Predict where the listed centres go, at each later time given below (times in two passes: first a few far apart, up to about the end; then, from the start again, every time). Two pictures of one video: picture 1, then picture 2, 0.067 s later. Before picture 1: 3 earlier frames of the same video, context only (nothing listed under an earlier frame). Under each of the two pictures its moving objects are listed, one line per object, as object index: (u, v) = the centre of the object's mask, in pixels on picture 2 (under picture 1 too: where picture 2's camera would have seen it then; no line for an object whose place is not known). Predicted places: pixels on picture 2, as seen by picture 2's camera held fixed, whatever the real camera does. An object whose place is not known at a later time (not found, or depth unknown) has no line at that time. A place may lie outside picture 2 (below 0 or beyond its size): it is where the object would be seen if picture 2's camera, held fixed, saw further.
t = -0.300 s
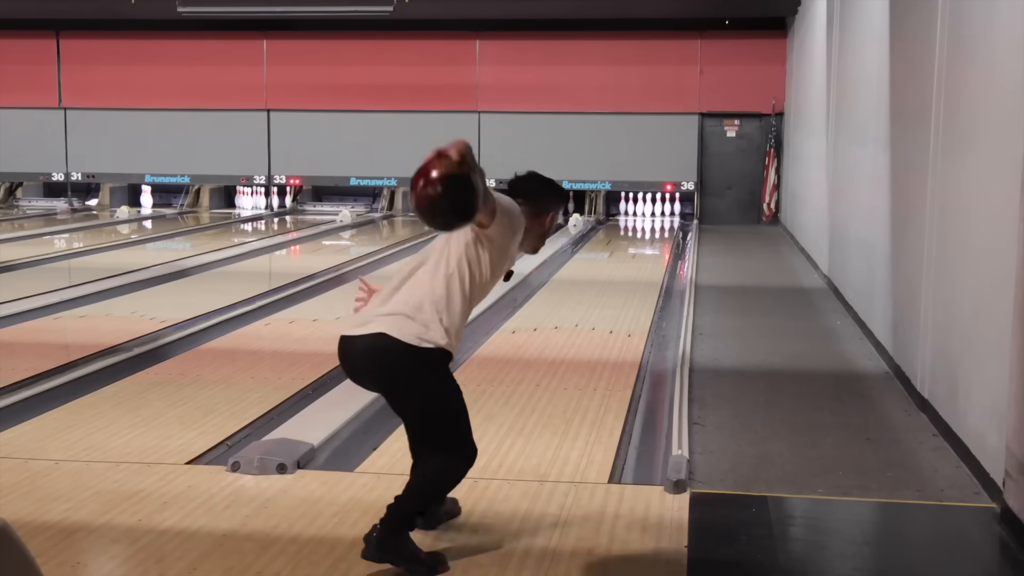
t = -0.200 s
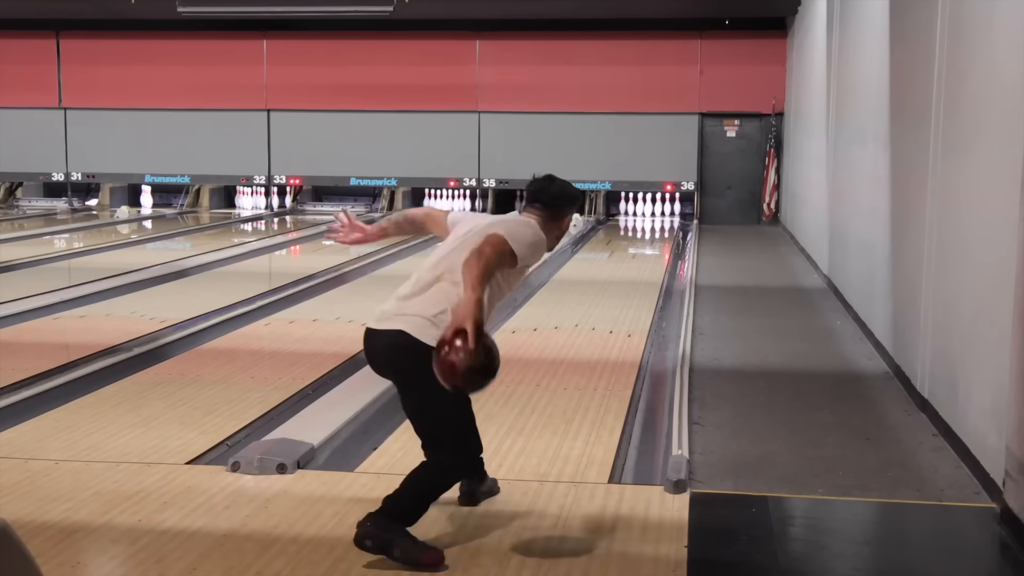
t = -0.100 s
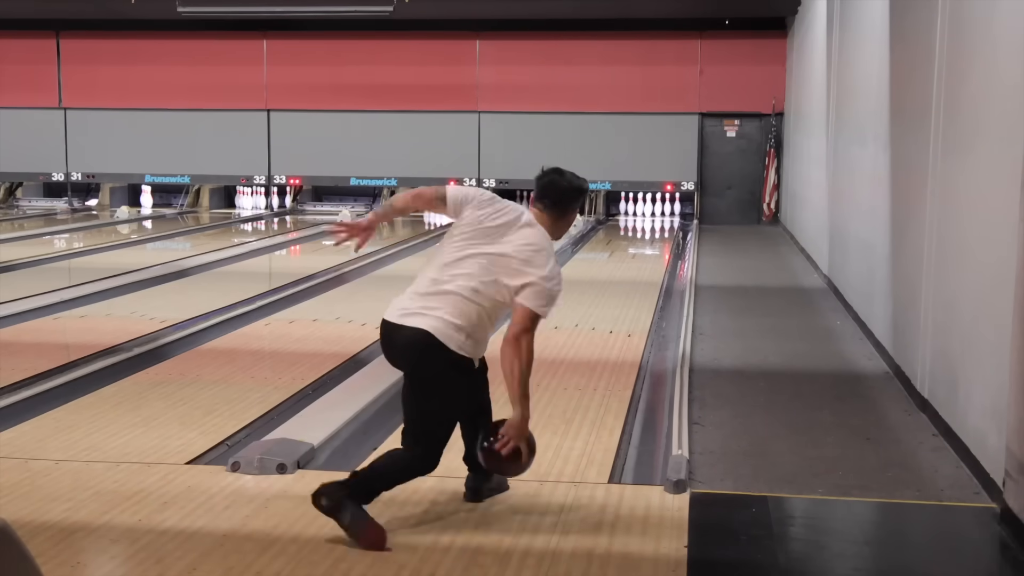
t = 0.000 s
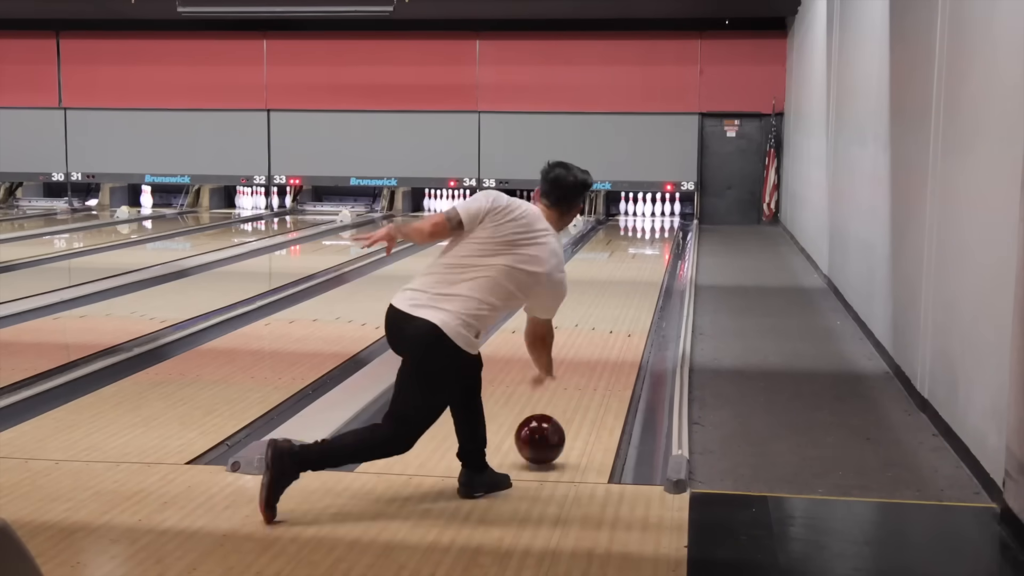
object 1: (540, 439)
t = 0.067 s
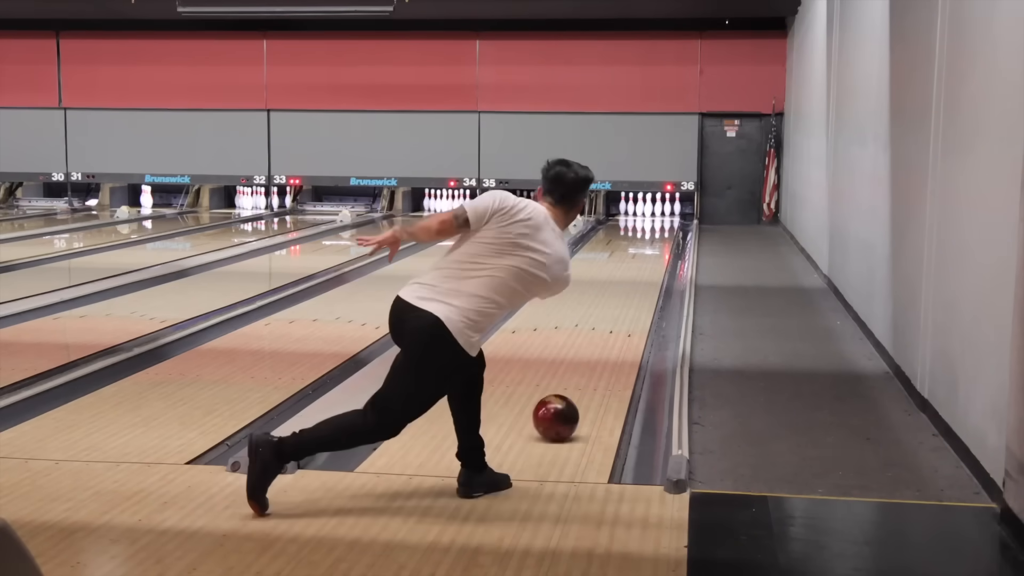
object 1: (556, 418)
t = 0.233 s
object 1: (586, 368)
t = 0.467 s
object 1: (613, 322)
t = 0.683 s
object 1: (629, 295)
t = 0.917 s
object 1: (640, 271)
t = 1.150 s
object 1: (648, 254)
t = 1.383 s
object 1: (652, 241)
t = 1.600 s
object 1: (655, 231)
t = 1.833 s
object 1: (656, 222)
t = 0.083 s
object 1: (560, 412)
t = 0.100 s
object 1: (563, 407)
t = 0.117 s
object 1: (566, 401)
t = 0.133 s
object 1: (569, 396)
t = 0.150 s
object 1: (572, 391)
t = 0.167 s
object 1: (575, 386)
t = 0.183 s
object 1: (578, 381)
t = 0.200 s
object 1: (581, 377)
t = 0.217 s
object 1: (583, 372)
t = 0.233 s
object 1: (586, 368)
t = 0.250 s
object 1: (588, 364)
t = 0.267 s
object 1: (590, 360)
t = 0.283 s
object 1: (593, 356)
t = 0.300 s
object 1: (595, 353)
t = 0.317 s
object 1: (597, 349)
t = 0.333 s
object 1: (599, 346)
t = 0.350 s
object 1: (601, 343)
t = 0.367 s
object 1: (603, 339)
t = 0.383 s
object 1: (604, 337)
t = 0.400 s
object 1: (606, 333)
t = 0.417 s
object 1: (608, 331)
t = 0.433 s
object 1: (610, 328)
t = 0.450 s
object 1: (611, 325)
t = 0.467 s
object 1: (613, 322)
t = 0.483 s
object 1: (614, 320)
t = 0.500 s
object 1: (615, 317)
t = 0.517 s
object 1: (617, 315)
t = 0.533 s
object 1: (618, 313)
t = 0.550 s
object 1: (620, 310)
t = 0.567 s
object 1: (621, 308)
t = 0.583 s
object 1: (622, 306)
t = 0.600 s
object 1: (623, 304)
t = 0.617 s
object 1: (624, 302)
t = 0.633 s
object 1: (626, 300)
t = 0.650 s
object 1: (627, 298)
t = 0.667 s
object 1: (627, 296)
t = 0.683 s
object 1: (629, 295)
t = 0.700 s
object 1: (630, 293)
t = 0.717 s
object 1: (631, 291)
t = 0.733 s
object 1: (631, 289)
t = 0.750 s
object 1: (632, 287)
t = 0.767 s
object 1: (633, 286)
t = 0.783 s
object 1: (634, 284)
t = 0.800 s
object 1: (635, 282)
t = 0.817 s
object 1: (636, 281)
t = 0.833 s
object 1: (636, 279)
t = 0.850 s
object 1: (637, 277)
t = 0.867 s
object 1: (638, 276)
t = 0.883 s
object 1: (639, 274)
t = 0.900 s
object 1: (639, 273)
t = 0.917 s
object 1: (640, 271)
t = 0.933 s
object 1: (641, 270)
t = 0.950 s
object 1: (641, 269)
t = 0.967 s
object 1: (642, 268)
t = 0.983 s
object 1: (642, 266)
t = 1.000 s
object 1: (643, 265)
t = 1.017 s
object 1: (644, 263)
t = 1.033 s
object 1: (644, 262)
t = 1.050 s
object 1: (645, 261)
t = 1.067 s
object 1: (645, 260)
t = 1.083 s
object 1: (646, 259)
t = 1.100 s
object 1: (646, 258)
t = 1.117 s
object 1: (647, 257)
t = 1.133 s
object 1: (647, 255)
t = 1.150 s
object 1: (648, 254)
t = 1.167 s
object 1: (648, 253)
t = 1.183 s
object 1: (648, 252)
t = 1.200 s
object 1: (649, 251)
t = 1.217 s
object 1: (649, 250)
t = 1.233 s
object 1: (650, 249)
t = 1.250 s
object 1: (650, 248)
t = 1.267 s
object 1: (650, 247)
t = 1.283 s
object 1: (650, 246)
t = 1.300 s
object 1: (651, 245)
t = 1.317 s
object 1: (651, 244)
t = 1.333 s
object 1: (651, 244)
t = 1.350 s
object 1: (652, 243)
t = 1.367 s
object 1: (652, 242)
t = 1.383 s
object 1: (652, 241)
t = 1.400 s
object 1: (653, 240)
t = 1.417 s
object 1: (653, 239)
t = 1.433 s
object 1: (653, 239)
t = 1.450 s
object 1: (653, 238)
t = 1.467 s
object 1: (653, 237)
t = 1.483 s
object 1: (654, 236)
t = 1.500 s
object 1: (654, 236)
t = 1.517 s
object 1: (654, 235)
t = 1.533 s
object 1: (654, 234)
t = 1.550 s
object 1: (654, 233)
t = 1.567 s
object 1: (654, 233)
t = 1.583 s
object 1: (655, 232)
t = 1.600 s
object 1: (655, 231)
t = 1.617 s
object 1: (655, 230)
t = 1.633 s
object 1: (655, 230)
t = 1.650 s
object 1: (655, 229)
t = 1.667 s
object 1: (655, 228)
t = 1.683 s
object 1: (655, 228)
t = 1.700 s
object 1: (655, 227)
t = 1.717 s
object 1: (656, 227)
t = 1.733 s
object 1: (656, 226)
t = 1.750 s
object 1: (656, 225)
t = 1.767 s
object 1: (656, 225)
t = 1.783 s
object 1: (656, 224)
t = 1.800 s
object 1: (656, 223)
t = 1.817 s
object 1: (656, 223)
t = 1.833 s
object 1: (656, 222)
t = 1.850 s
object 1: (656, 222)
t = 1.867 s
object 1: (656, 221)
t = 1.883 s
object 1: (656, 221)
